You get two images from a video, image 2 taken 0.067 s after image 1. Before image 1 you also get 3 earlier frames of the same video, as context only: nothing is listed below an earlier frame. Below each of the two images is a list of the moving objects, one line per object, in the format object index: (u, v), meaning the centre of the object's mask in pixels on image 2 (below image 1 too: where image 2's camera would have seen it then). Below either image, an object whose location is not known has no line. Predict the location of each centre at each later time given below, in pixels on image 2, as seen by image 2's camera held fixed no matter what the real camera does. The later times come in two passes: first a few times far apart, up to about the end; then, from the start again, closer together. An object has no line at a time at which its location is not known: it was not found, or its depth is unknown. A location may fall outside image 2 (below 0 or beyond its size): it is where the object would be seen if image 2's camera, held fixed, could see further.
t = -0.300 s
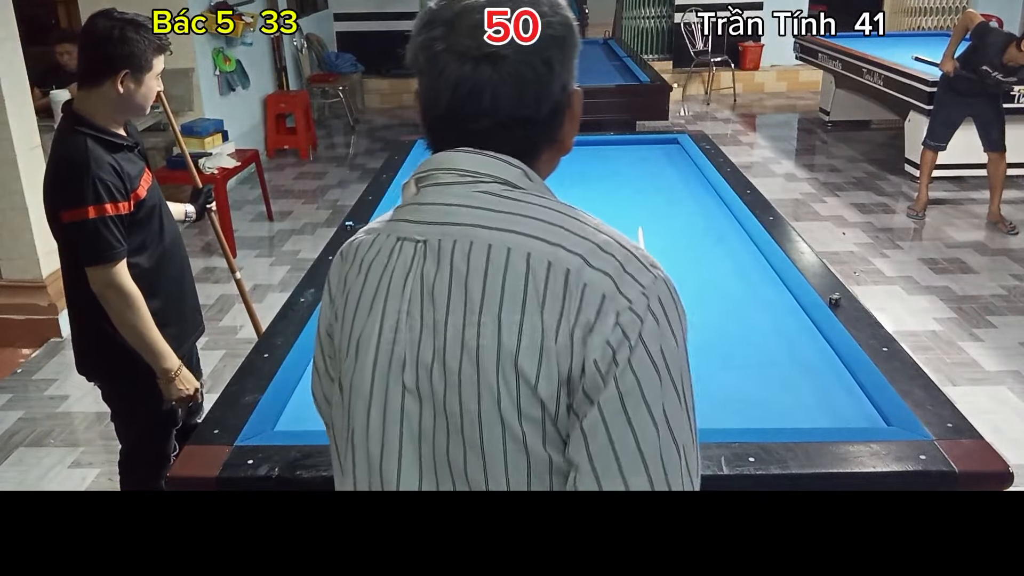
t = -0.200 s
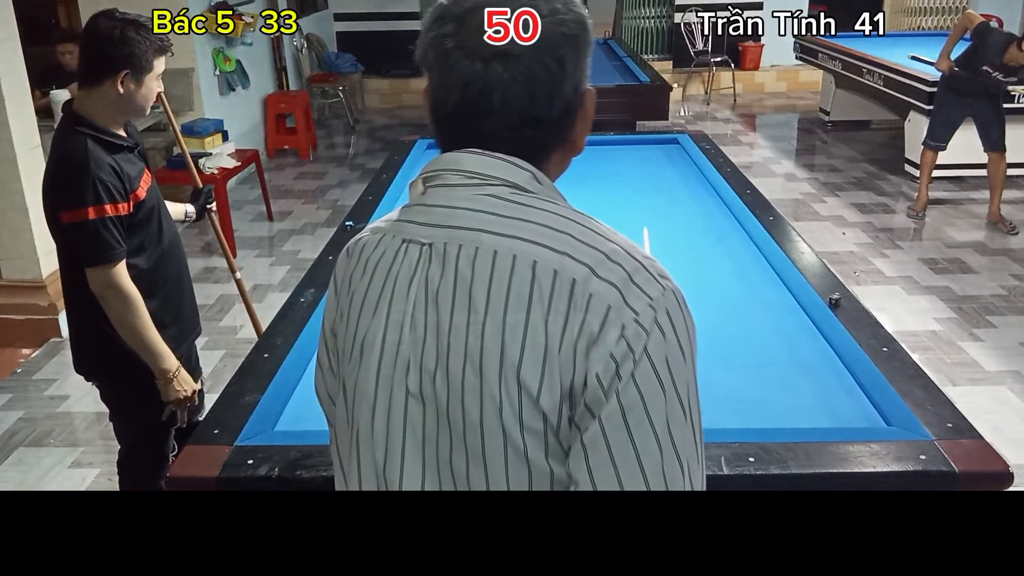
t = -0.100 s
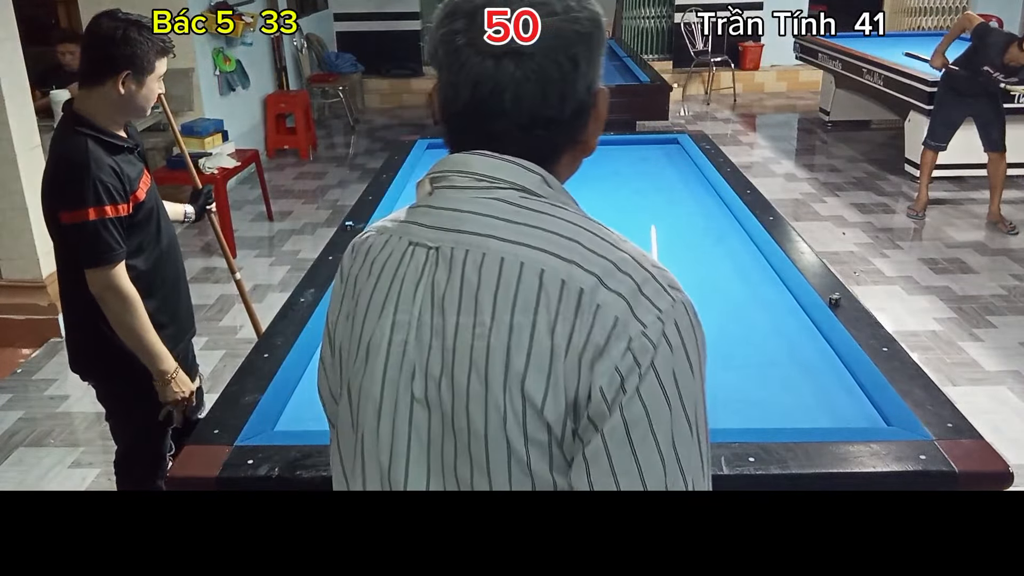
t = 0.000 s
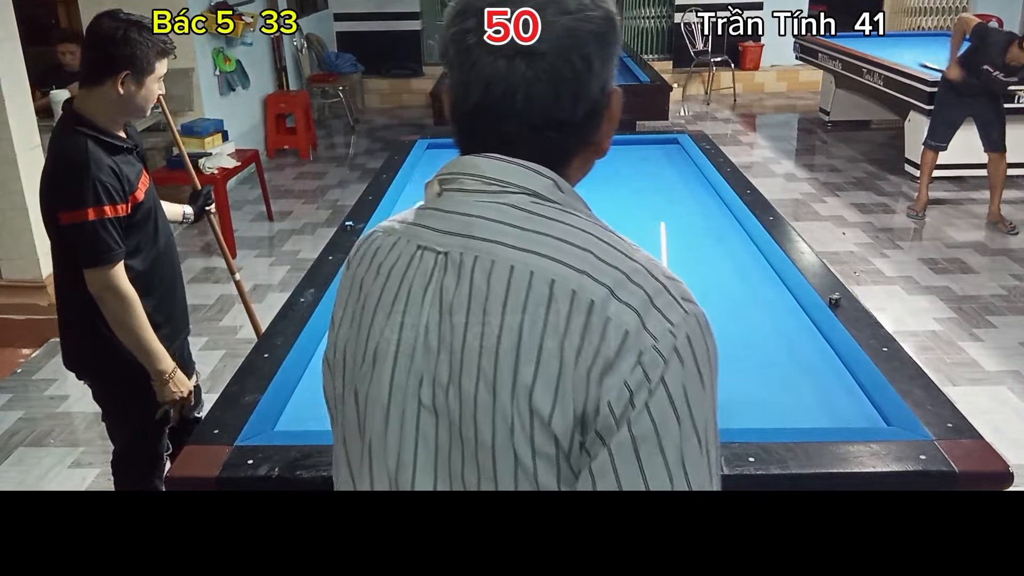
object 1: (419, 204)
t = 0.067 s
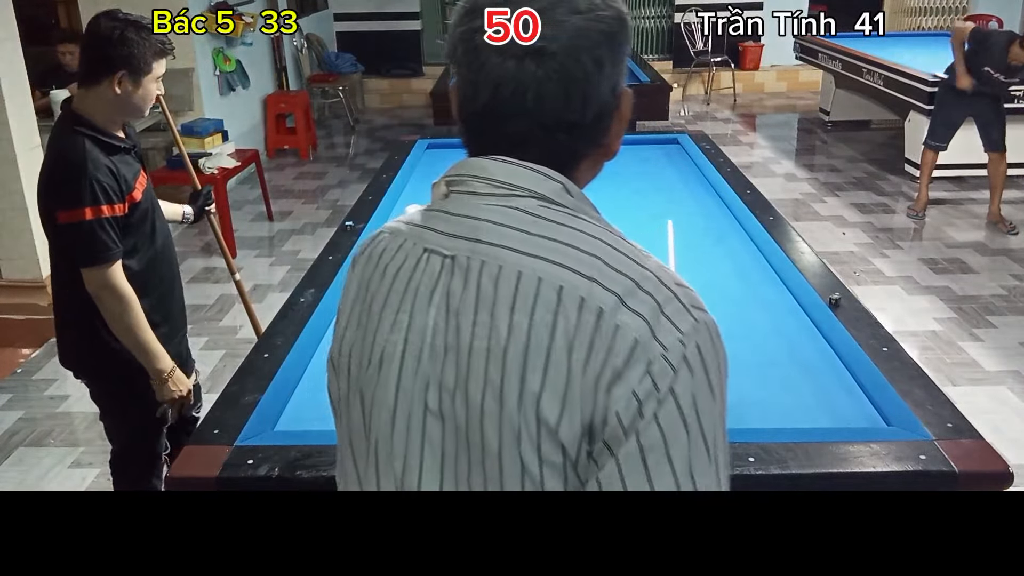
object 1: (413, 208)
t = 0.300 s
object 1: (401, 224)
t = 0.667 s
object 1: (421, 241)
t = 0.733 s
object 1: (425, 245)
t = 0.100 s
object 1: (408, 211)
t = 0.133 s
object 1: (403, 214)
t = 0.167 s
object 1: (398, 217)
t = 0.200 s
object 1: (395, 220)
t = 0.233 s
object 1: (398, 221)
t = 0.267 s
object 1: (400, 223)
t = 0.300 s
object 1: (401, 224)
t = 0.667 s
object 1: (421, 241)
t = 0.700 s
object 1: (423, 243)
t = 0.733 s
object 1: (425, 245)
